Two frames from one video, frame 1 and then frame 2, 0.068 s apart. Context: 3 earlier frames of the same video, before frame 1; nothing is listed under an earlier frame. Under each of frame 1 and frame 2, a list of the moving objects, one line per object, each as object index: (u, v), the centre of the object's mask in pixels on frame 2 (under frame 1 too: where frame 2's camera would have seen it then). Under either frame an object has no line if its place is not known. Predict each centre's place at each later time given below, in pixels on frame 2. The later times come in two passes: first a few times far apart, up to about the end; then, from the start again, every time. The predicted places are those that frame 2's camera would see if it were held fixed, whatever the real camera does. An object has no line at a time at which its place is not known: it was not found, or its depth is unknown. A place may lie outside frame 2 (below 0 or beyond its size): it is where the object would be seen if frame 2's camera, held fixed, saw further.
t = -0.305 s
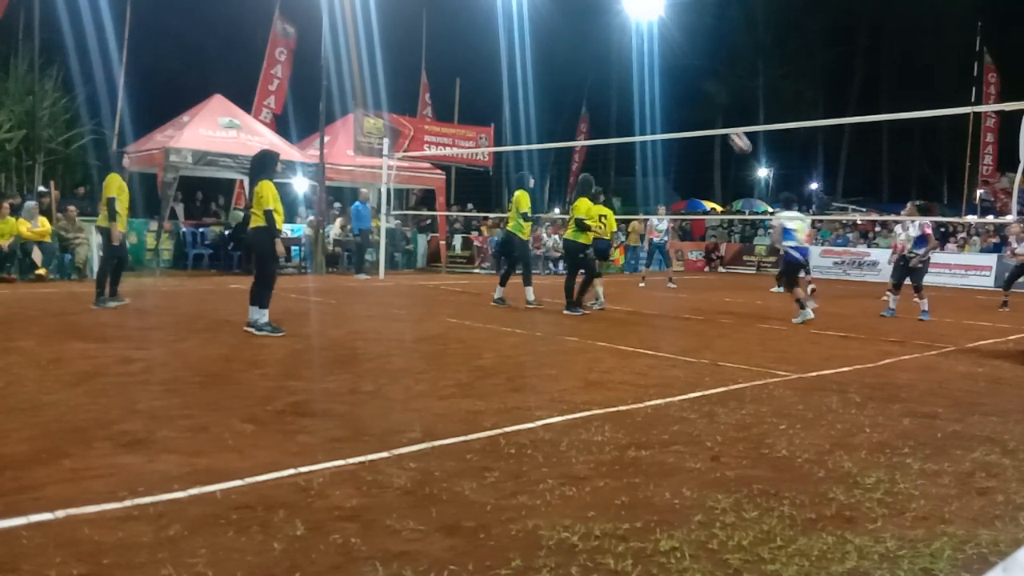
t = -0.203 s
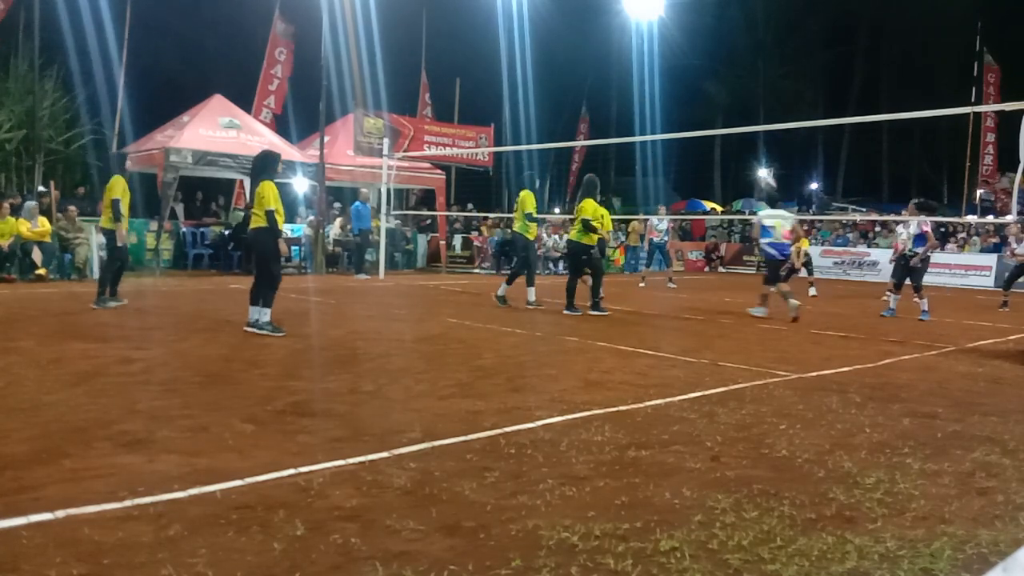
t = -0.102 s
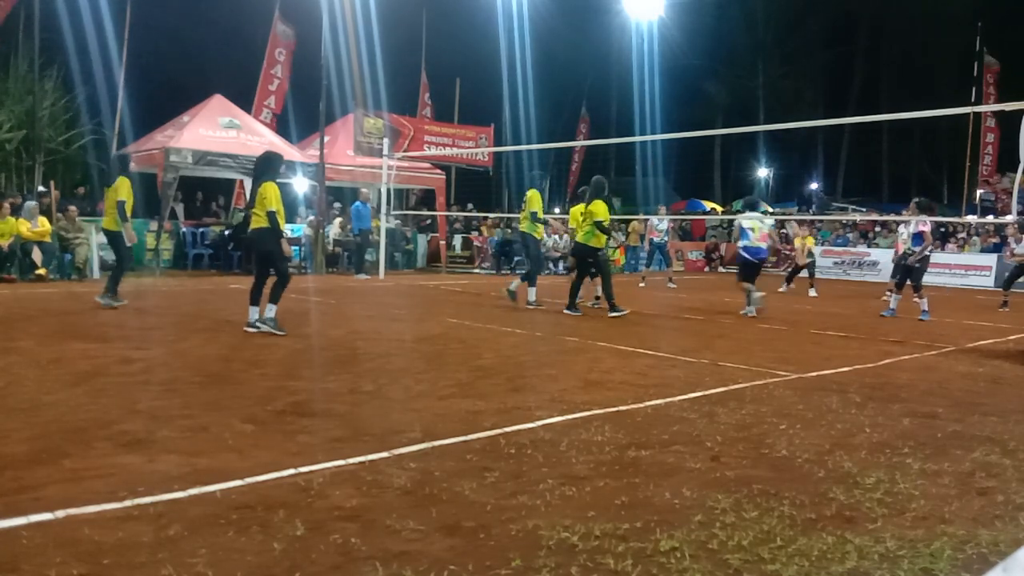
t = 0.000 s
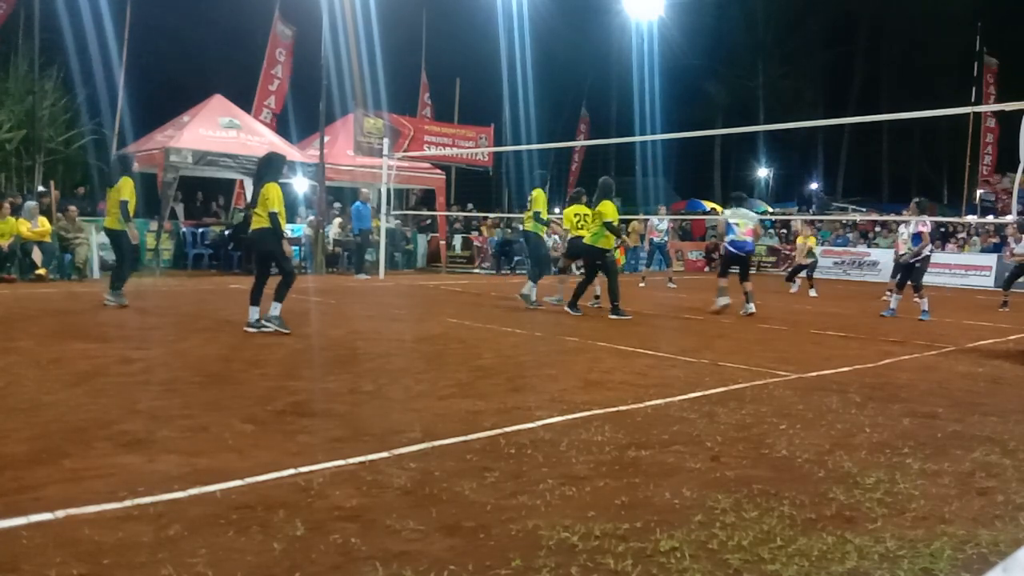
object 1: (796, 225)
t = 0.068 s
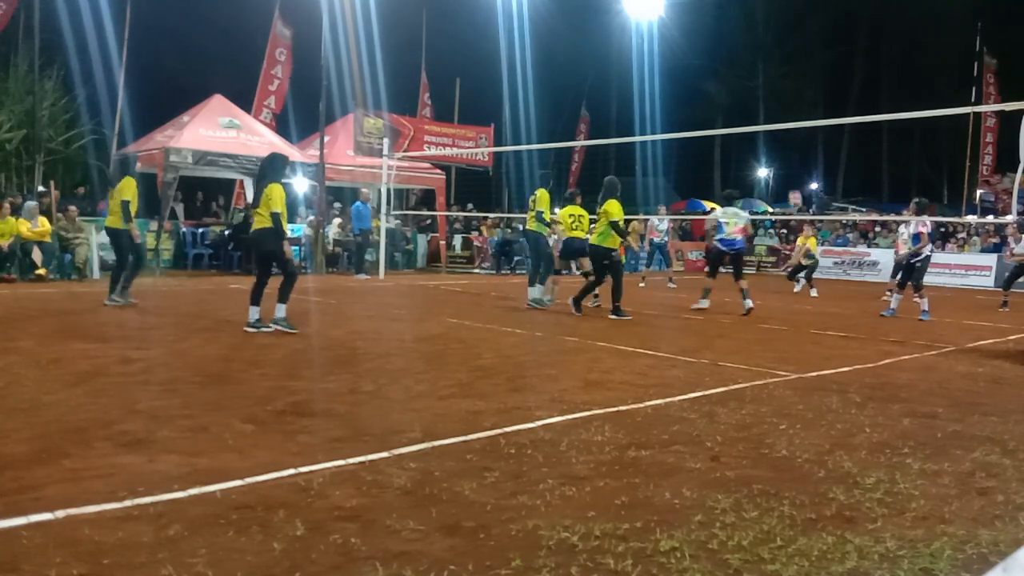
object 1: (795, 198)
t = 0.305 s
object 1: (783, 120)
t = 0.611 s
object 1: (766, 71)
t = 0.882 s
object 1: (748, 70)
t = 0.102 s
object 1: (793, 186)
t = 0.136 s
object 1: (791, 174)
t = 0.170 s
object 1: (790, 163)
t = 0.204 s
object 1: (789, 152)
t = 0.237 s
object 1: (787, 141)
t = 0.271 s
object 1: (786, 134)
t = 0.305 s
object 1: (783, 120)
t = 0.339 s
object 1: (782, 115)
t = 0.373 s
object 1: (780, 107)
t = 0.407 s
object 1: (778, 100)
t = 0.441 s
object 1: (777, 94)
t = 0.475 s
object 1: (775, 88)
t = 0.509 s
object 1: (773, 82)
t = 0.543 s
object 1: (771, 78)
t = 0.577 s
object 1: (769, 74)
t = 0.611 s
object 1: (766, 71)
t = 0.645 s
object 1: (765, 68)
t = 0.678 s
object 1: (762, 66)
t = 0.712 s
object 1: (760, 65)
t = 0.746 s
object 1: (757, 64)
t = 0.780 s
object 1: (755, 65)
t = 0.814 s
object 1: (753, 66)
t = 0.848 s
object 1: (750, 67)
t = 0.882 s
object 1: (748, 70)
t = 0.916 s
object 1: (745, 73)
